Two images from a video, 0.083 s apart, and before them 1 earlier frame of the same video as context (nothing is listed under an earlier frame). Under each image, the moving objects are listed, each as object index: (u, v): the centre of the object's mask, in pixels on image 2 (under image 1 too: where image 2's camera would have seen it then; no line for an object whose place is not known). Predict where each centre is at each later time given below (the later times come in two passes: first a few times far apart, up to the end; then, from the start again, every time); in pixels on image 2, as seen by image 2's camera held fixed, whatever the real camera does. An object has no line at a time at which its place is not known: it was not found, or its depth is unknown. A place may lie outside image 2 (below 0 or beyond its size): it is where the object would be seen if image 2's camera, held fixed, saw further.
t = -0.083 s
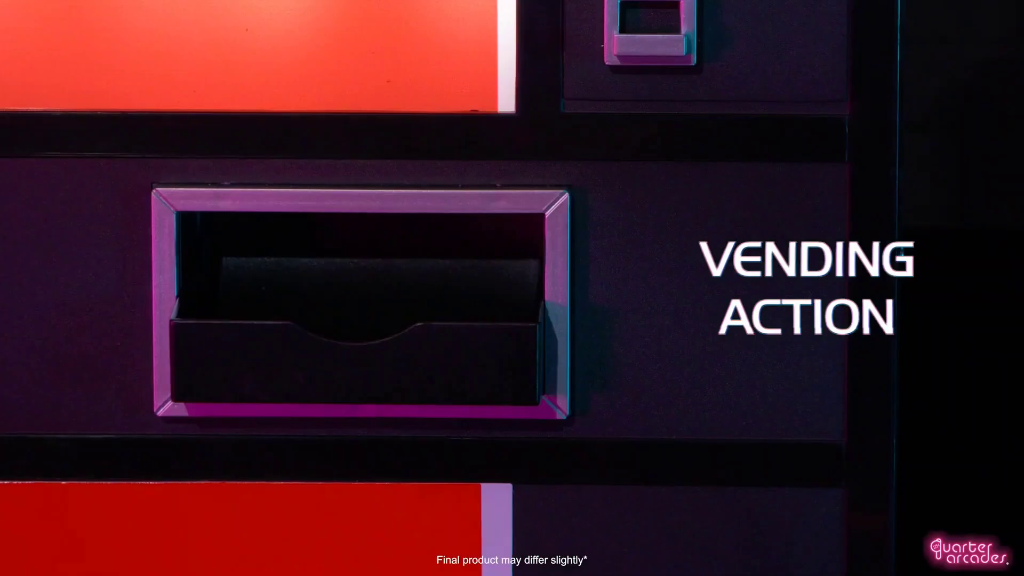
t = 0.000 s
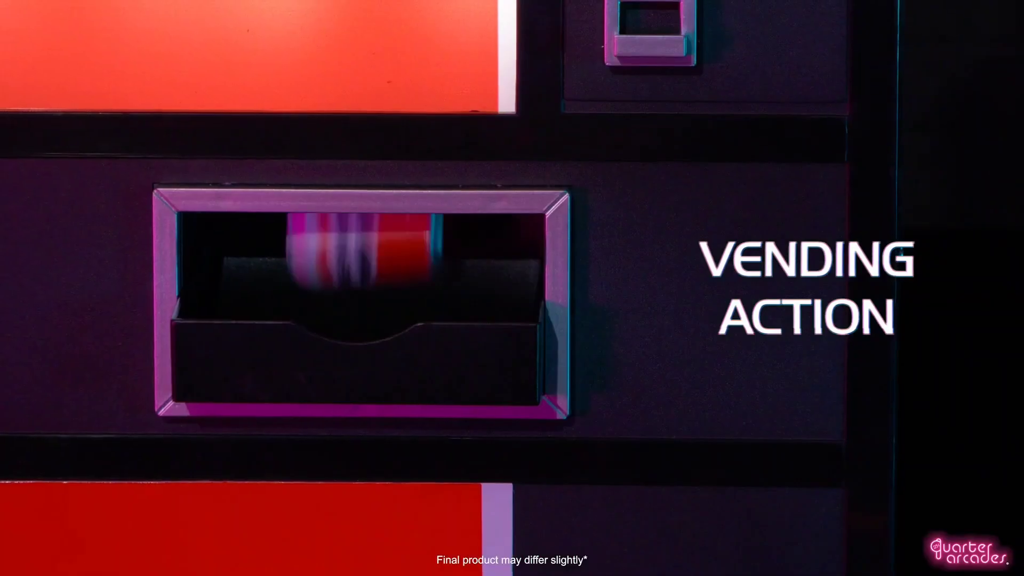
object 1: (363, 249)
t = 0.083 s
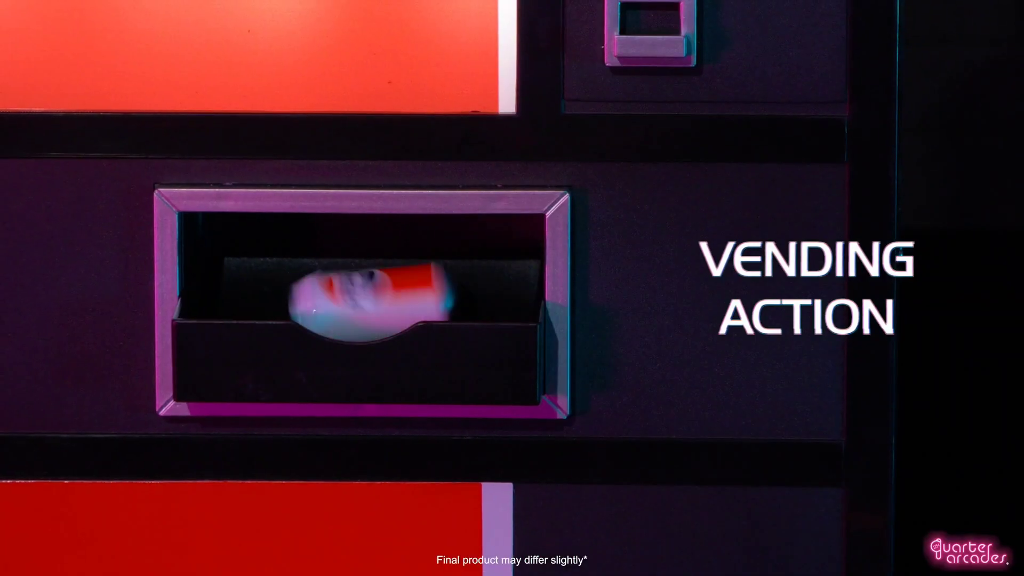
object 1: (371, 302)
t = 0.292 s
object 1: (386, 308)
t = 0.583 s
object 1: (386, 308)
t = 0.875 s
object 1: (386, 308)
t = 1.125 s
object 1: (385, 308)
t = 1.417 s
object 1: (386, 308)
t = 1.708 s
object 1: (385, 308)
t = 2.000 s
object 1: (386, 308)
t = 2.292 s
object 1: (386, 308)
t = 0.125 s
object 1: (386, 296)
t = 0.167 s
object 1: (390, 303)
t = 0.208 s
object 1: (387, 309)
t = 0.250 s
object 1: (386, 308)
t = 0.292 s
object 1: (386, 308)
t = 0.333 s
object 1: (386, 308)
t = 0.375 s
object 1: (386, 308)
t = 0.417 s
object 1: (385, 309)
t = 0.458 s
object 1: (385, 309)
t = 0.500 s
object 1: (385, 309)
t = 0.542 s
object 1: (386, 309)
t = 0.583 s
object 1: (386, 308)
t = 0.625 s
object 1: (386, 308)
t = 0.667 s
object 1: (386, 308)
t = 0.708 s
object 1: (385, 309)
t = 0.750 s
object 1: (385, 309)
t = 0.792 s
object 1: (385, 309)
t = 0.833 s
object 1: (385, 309)
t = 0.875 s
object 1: (386, 308)
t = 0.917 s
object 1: (386, 308)
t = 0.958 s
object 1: (386, 308)
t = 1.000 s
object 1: (385, 308)
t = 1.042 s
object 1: (385, 308)
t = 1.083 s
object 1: (385, 309)
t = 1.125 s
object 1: (385, 308)
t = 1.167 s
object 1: (386, 308)
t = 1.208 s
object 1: (386, 308)
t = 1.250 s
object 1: (386, 308)
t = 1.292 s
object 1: (386, 308)
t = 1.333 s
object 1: (386, 308)
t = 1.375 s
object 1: (386, 308)
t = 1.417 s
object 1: (386, 308)
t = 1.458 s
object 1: (386, 308)
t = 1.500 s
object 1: (386, 308)
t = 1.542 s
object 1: (386, 308)
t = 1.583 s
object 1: (386, 308)
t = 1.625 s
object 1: (385, 308)
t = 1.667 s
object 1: (385, 308)
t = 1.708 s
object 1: (385, 308)
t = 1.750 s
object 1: (386, 308)
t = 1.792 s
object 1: (386, 308)
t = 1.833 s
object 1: (386, 308)
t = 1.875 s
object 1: (386, 308)
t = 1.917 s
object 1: (386, 308)
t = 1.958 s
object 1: (386, 308)
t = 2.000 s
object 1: (386, 308)
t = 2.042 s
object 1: (386, 308)
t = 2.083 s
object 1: (386, 308)
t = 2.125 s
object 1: (386, 308)
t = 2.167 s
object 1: (386, 308)
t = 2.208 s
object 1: (386, 308)
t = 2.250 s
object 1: (386, 308)
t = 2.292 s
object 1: (386, 308)
